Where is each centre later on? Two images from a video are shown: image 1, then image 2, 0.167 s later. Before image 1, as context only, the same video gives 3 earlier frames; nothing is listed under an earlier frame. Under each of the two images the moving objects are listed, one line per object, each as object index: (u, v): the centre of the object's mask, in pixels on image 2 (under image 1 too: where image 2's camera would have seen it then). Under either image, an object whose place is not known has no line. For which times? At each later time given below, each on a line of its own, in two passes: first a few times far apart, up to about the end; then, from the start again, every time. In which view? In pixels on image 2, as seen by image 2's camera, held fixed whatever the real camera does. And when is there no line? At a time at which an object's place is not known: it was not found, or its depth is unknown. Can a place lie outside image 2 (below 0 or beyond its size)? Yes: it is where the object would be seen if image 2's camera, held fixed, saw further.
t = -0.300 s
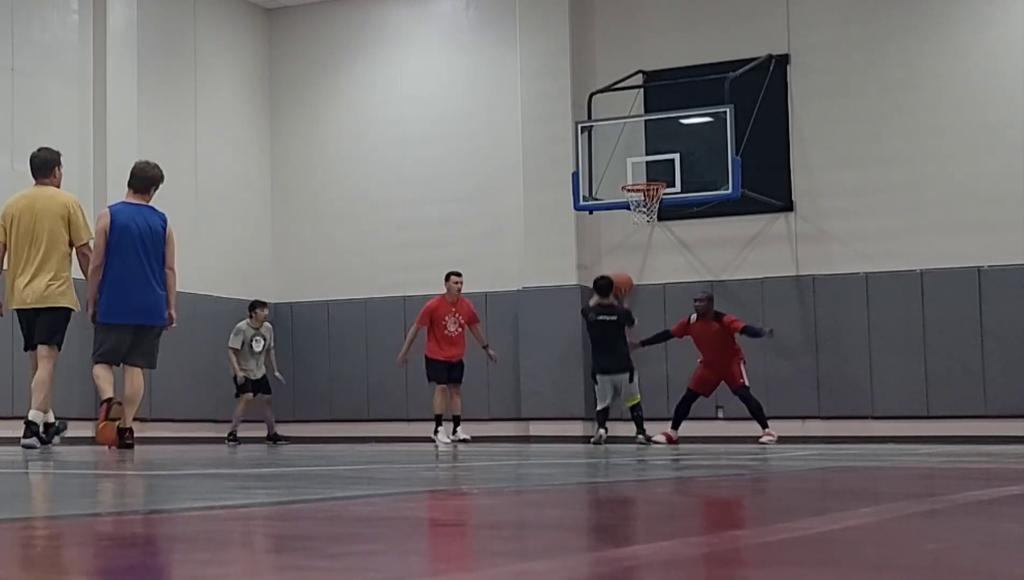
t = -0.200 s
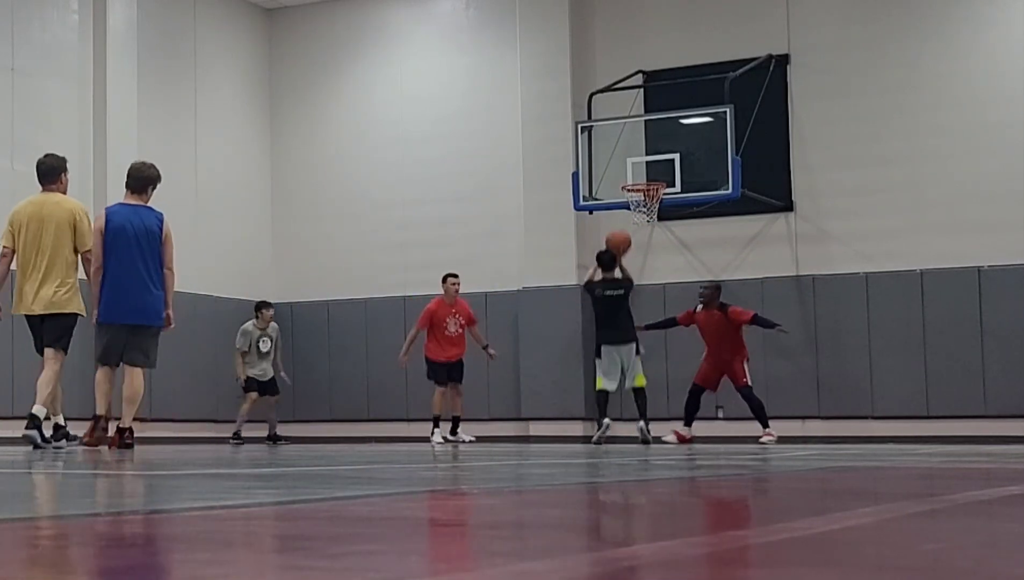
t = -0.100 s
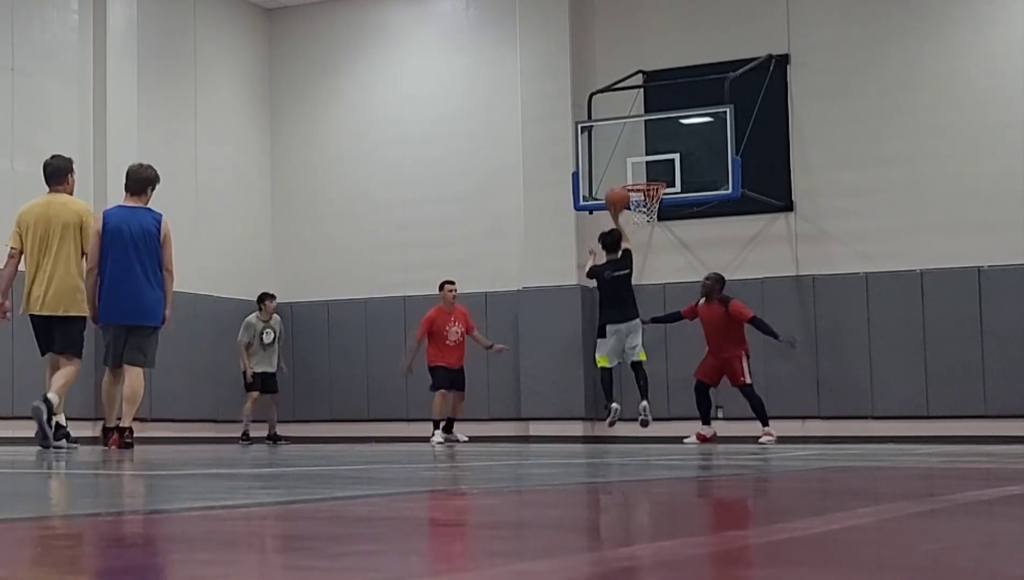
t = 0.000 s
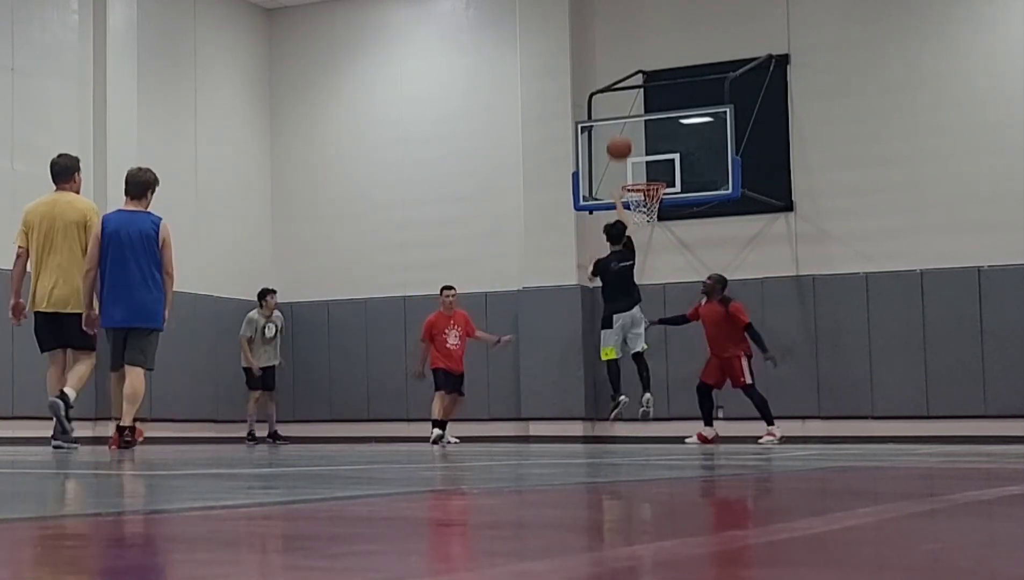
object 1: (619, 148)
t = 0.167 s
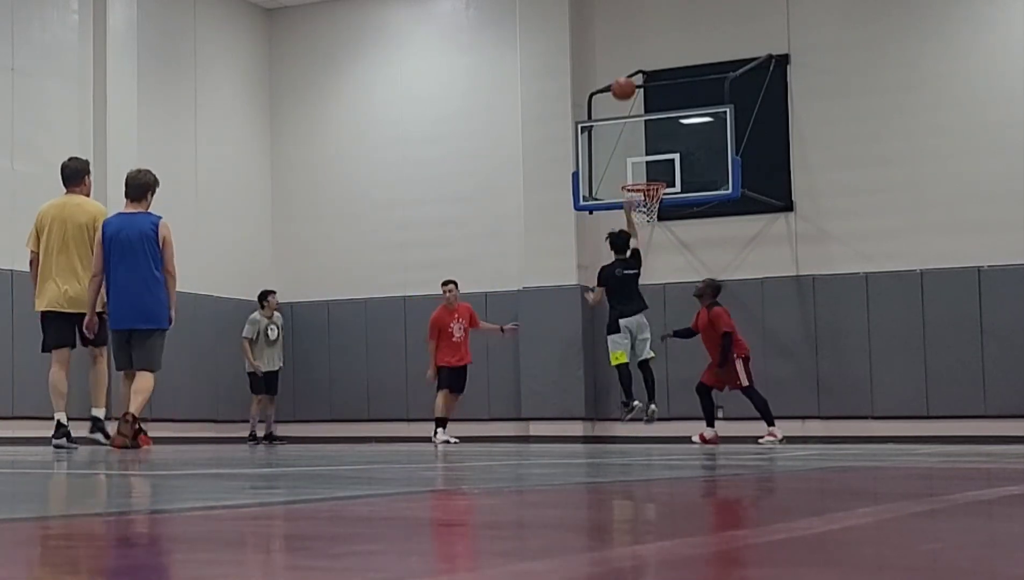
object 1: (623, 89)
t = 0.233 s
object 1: (625, 73)
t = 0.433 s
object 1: (631, 54)
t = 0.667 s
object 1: (639, 75)
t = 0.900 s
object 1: (647, 138)
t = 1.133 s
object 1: (650, 215)
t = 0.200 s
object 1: (624, 81)
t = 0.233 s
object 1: (625, 73)
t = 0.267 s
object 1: (626, 67)
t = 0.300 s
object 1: (627, 63)
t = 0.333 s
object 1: (628, 59)
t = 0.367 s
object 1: (629, 56)
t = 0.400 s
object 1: (630, 54)
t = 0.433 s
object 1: (631, 54)
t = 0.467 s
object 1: (632, 54)
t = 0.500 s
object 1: (634, 55)
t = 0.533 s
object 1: (635, 57)
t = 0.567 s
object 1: (636, 60)
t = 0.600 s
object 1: (637, 63)
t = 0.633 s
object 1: (638, 69)
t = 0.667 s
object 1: (639, 75)
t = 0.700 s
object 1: (641, 81)
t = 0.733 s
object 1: (642, 89)
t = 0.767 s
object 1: (643, 97)
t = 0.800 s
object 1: (644, 106)
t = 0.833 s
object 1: (645, 116)
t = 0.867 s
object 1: (646, 128)
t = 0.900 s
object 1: (647, 138)
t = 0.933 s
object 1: (648, 151)
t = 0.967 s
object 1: (650, 165)
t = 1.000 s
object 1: (652, 176)
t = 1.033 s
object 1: (650, 194)
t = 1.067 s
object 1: (652, 206)
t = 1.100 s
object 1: (651, 214)
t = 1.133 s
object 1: (650, 215)
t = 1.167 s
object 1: (648, 218)
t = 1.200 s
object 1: (646, 223)
